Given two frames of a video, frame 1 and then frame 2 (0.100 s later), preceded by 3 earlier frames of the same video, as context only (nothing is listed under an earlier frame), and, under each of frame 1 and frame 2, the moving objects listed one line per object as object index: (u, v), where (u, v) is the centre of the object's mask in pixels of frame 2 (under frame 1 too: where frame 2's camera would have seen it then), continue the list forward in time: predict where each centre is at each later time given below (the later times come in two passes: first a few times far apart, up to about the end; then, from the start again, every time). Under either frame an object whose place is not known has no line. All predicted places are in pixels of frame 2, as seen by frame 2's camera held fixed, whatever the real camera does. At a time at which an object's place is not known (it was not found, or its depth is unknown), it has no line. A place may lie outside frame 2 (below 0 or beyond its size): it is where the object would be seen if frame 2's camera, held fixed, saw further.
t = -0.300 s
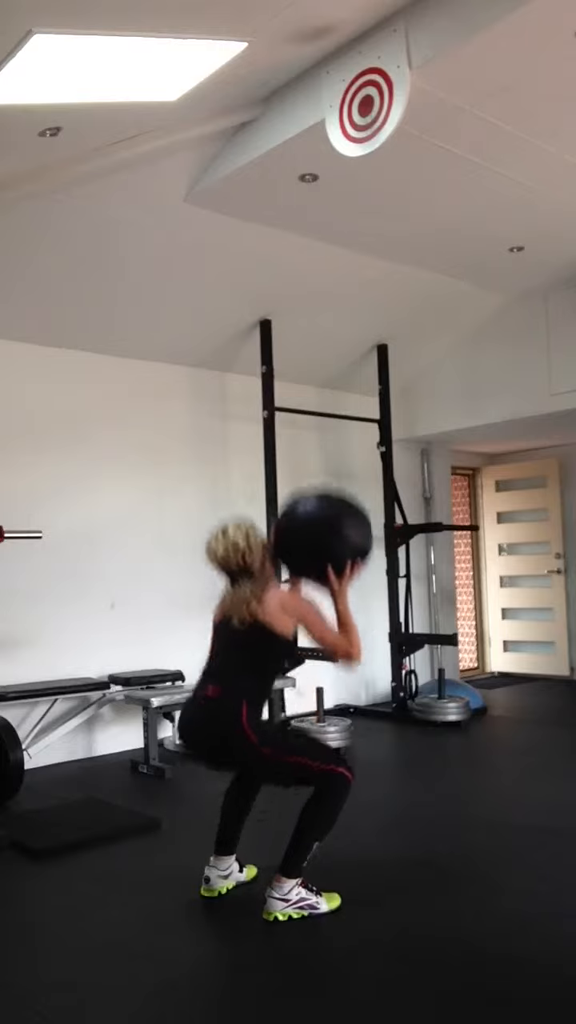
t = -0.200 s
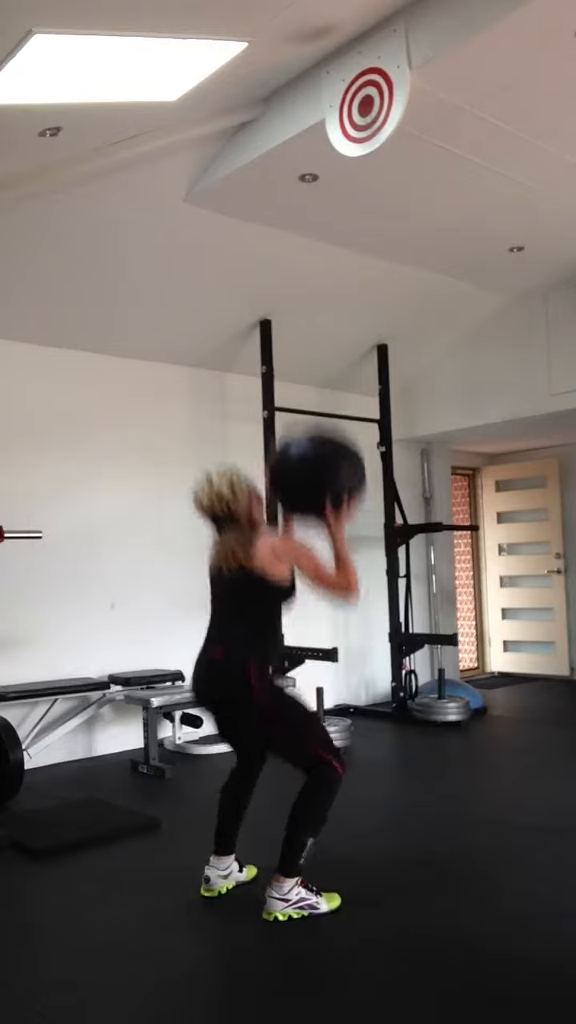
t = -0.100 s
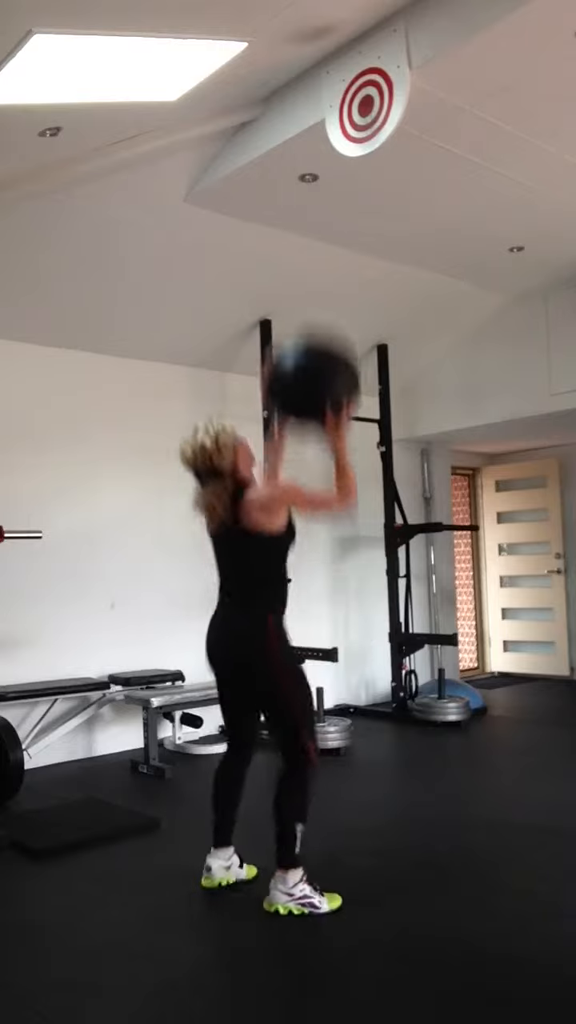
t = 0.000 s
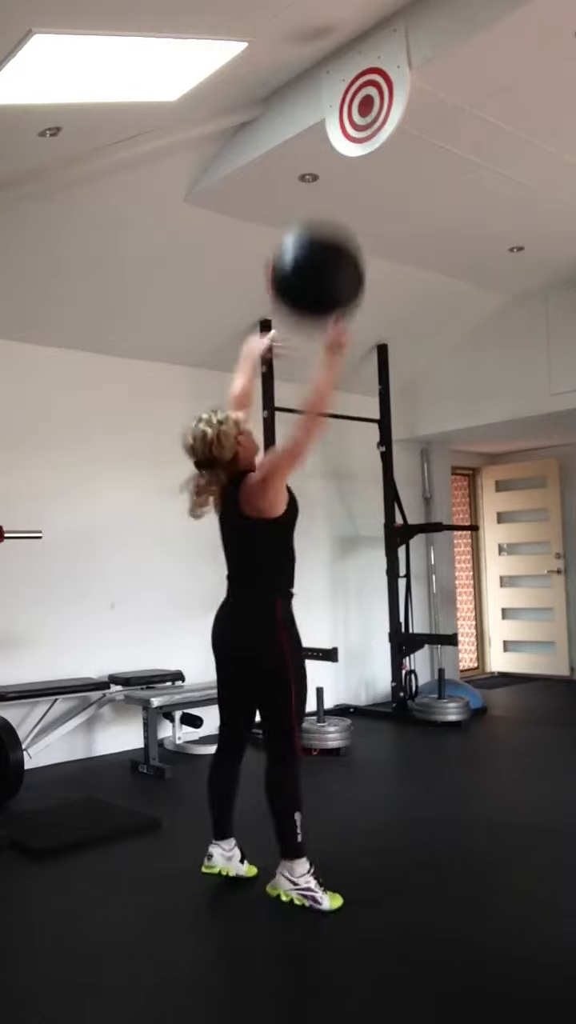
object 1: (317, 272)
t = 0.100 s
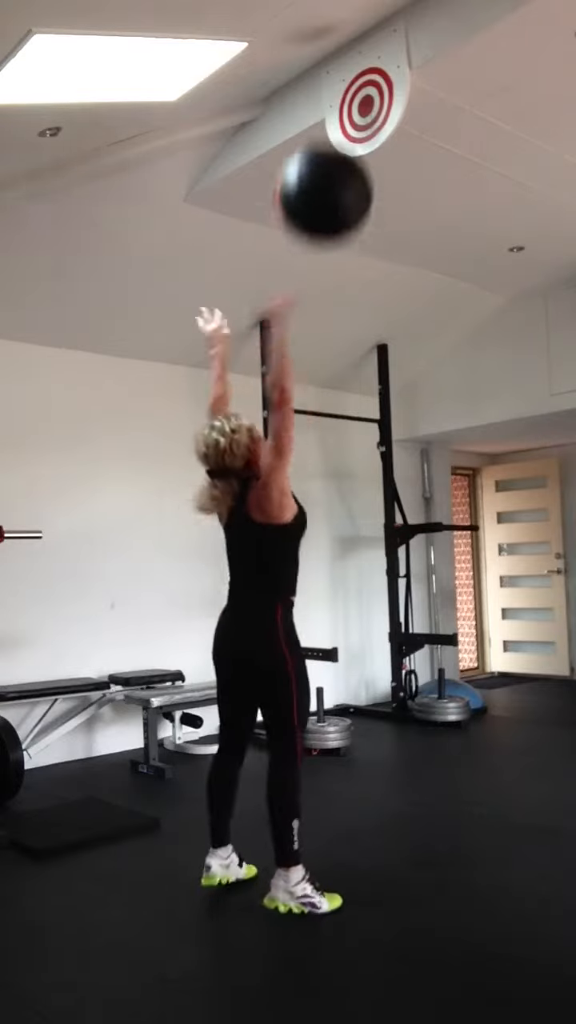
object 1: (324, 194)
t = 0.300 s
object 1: (346, 109)
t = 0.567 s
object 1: (348, 137)
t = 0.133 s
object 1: (327, 173)
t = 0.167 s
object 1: (330, 155)
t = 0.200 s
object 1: (333, 139)
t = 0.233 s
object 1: (337, 127)
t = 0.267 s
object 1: (340, 117)
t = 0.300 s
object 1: (346, 109)
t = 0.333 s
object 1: (348, 106)
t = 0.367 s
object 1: (351, 104)
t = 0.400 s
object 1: (354, 105)
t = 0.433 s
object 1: (355, 107)
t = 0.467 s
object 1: (353, 111)
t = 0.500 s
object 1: (352, 116)
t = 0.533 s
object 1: (350, 126)
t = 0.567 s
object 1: (348, 137)
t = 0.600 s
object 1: (347, 153)
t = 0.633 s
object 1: (346, 170)
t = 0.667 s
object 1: (344, 189)
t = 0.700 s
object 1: (343, 210)
